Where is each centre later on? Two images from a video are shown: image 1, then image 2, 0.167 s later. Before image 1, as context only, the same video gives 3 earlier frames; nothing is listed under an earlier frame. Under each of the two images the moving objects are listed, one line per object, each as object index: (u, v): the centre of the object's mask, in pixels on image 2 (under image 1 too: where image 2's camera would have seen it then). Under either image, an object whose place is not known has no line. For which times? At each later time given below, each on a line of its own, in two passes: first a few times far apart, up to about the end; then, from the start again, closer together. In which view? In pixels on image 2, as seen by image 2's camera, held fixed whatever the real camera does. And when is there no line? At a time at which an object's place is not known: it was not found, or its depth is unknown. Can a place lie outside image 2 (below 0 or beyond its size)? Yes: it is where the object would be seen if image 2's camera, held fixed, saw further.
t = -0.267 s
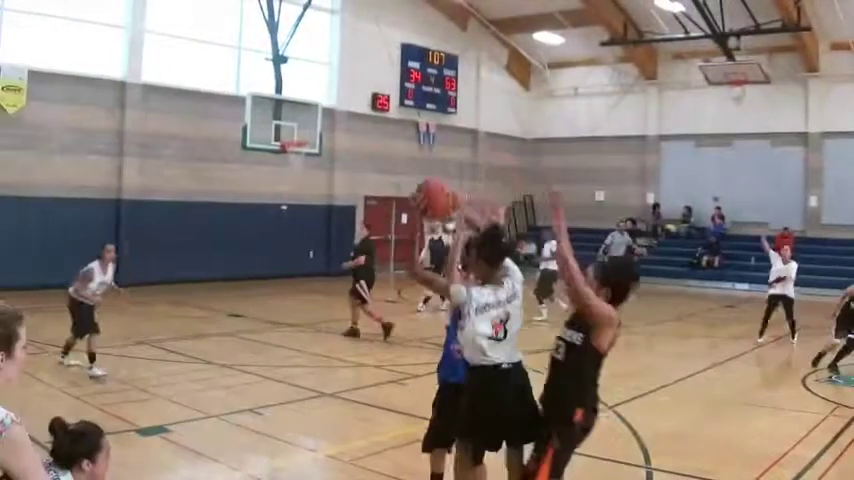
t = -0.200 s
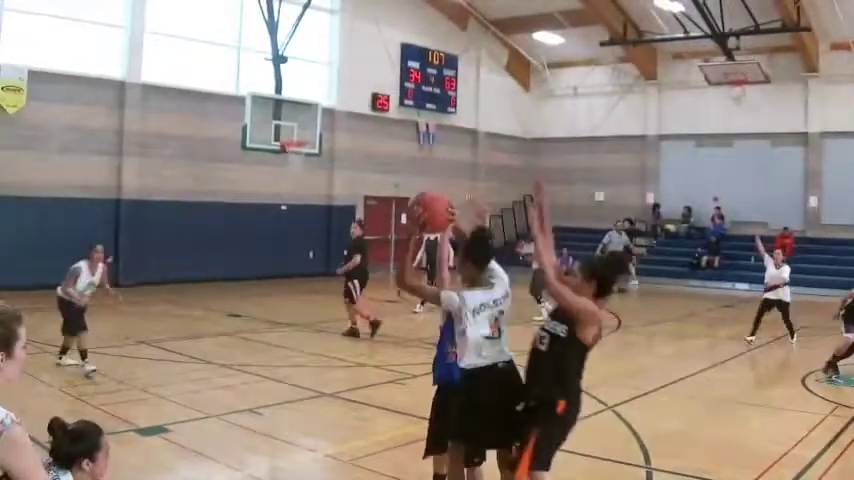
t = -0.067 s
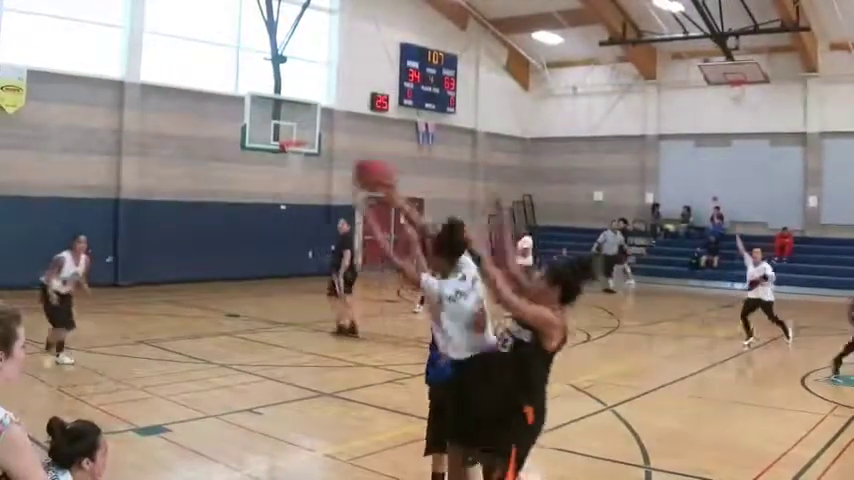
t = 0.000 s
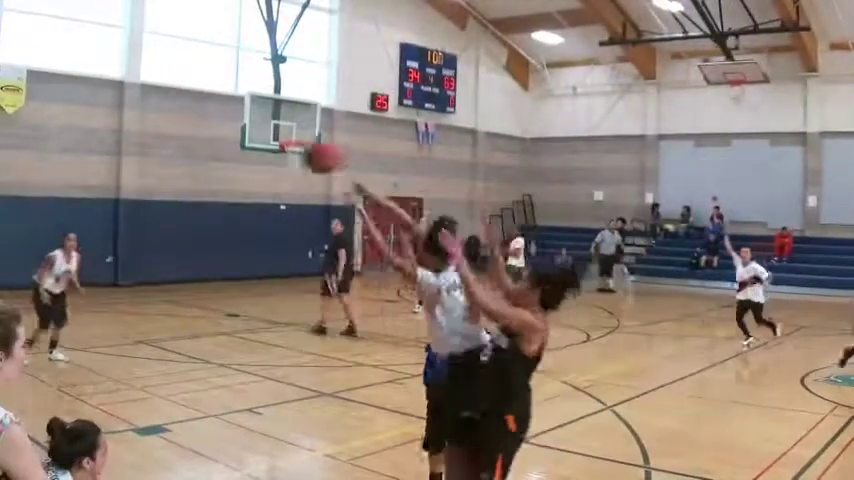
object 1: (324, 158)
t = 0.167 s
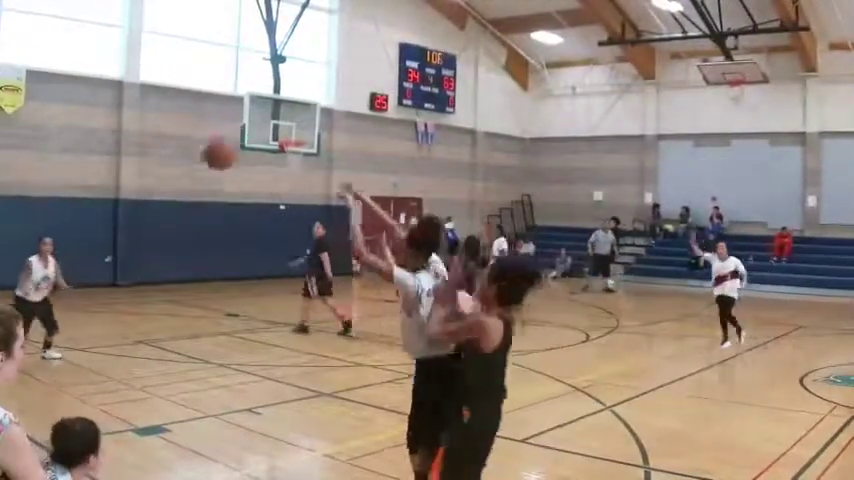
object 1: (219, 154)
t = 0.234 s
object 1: (185, 166)
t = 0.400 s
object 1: (123, 206)
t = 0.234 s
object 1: (185, 166)
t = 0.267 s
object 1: (172, 172)
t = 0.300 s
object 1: (160, 179)
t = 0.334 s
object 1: (145, 188)
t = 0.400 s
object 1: (123, 206)
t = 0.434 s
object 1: (111, 215)
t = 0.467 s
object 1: (102, 227)
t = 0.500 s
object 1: (93, 240)
